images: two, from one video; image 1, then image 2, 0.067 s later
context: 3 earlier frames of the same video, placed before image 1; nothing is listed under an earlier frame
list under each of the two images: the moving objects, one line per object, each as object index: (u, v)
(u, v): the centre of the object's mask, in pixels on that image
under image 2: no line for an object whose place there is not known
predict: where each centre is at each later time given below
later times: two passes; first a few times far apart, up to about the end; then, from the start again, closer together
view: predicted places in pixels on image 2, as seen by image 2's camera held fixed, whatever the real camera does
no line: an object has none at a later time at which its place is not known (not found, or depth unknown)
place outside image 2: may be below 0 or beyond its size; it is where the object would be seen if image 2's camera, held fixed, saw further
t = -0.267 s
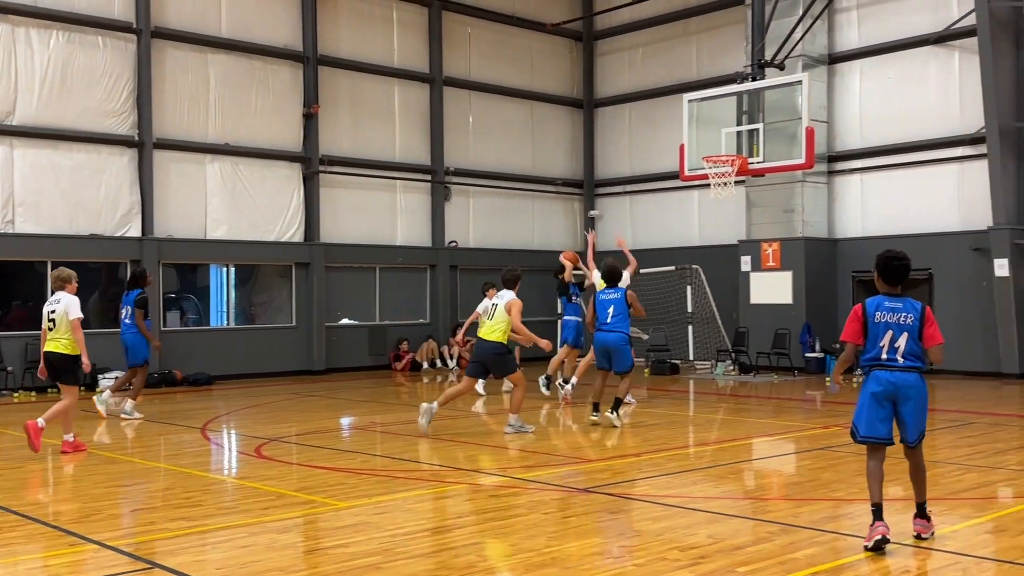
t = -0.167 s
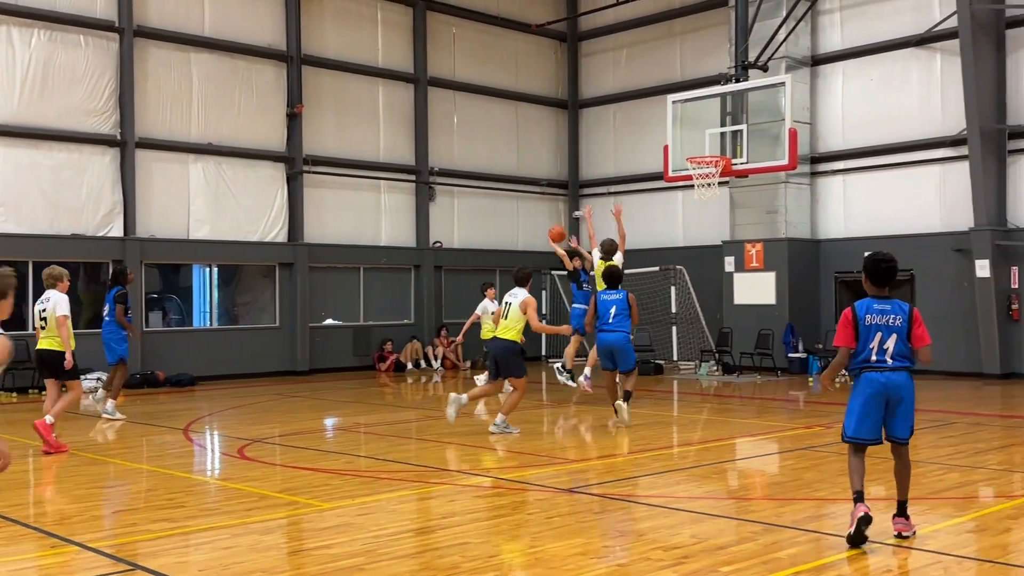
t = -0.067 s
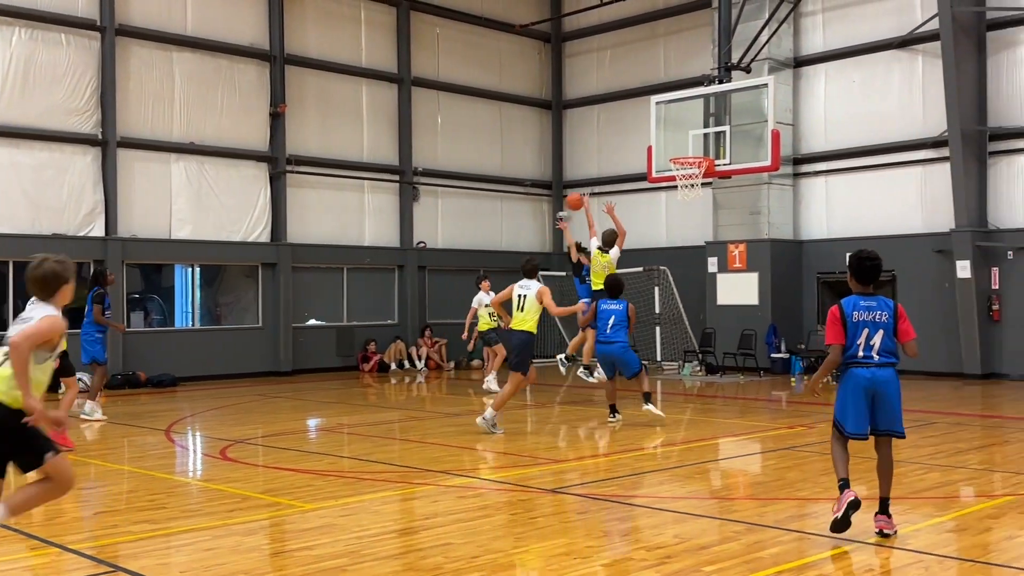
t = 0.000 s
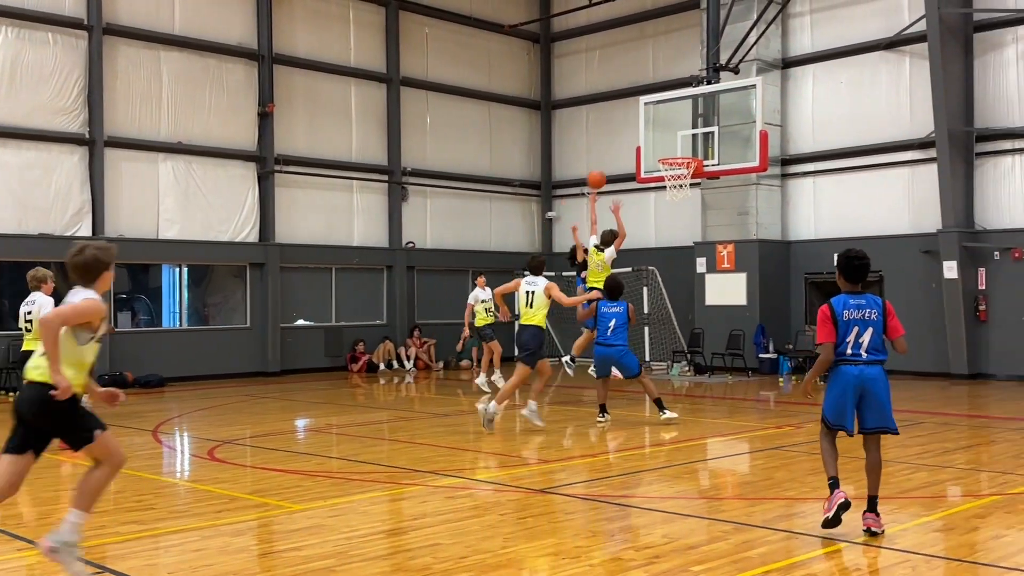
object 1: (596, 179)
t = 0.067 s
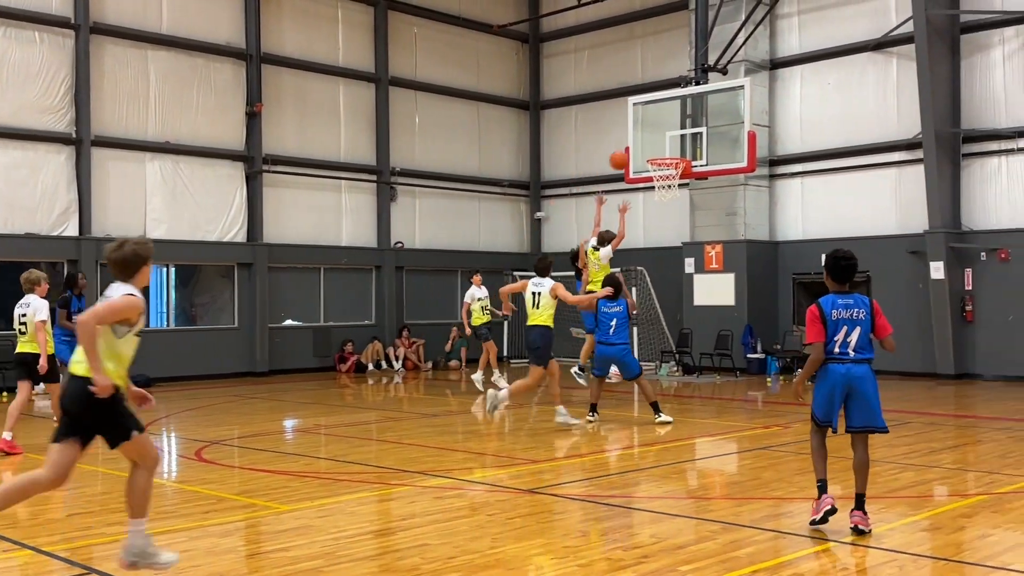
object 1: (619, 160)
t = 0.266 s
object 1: (734, 117)
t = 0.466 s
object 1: (868, 104)
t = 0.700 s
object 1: (1060, 139)
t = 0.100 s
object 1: (637, 151)
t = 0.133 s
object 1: (656, 142)
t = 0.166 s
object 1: (674, 135)
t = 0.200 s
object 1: (693, 128)
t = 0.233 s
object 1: (713, 122)
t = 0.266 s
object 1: (734, 117)
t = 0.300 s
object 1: (754, 113)
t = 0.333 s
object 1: (776, 109)
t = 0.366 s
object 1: (798, 107)
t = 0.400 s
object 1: (821, 105)
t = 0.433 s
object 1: (844, 104)
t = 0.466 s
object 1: (868, 104)
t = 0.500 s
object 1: (893, 106)
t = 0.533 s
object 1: (920, 109)
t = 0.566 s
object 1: (946, 113)
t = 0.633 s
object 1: (1001, 124)
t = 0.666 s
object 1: (1030, 130)
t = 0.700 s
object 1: (1060, 139)
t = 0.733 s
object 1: (1092, 150)
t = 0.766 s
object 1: (1124, 162)
